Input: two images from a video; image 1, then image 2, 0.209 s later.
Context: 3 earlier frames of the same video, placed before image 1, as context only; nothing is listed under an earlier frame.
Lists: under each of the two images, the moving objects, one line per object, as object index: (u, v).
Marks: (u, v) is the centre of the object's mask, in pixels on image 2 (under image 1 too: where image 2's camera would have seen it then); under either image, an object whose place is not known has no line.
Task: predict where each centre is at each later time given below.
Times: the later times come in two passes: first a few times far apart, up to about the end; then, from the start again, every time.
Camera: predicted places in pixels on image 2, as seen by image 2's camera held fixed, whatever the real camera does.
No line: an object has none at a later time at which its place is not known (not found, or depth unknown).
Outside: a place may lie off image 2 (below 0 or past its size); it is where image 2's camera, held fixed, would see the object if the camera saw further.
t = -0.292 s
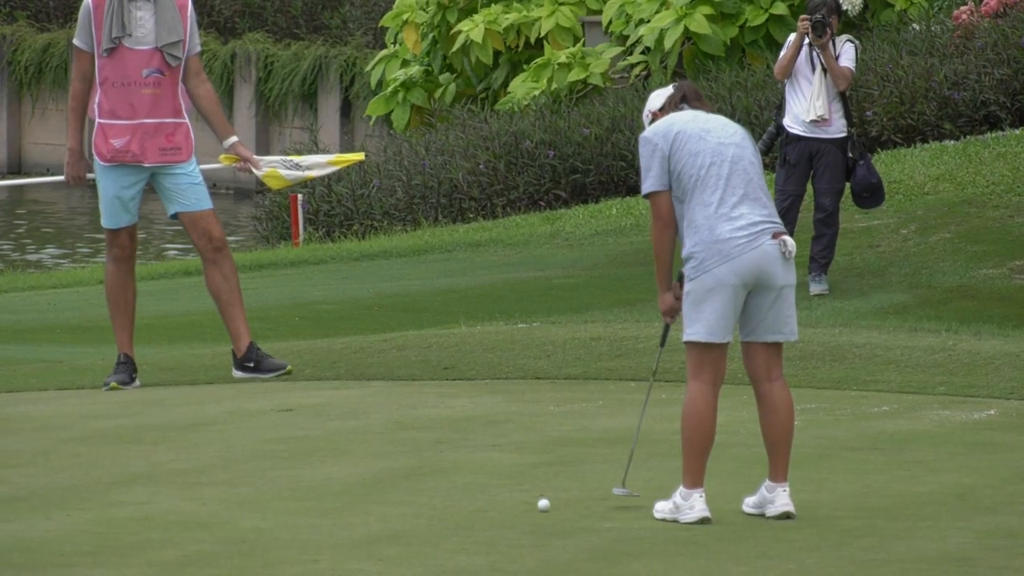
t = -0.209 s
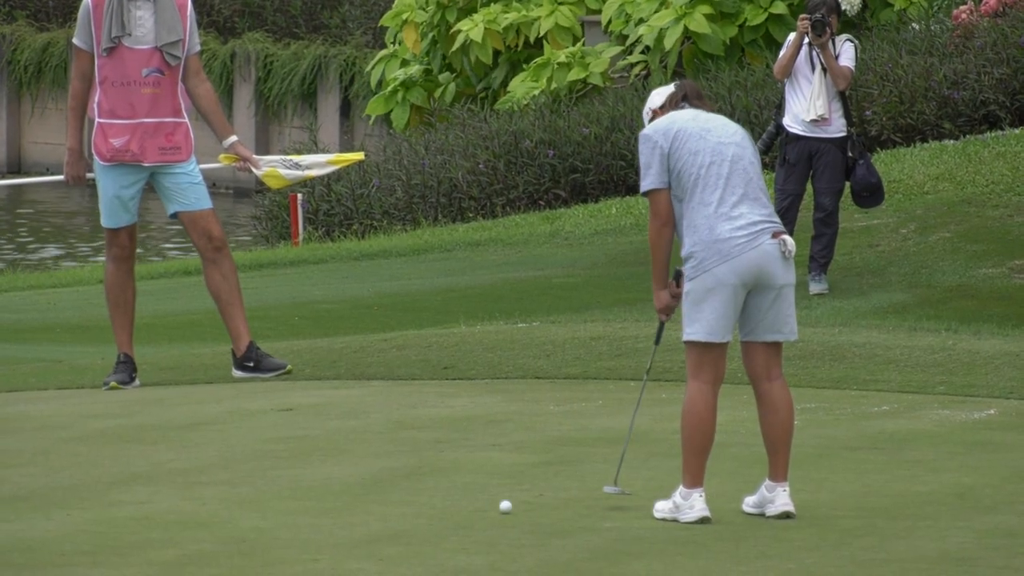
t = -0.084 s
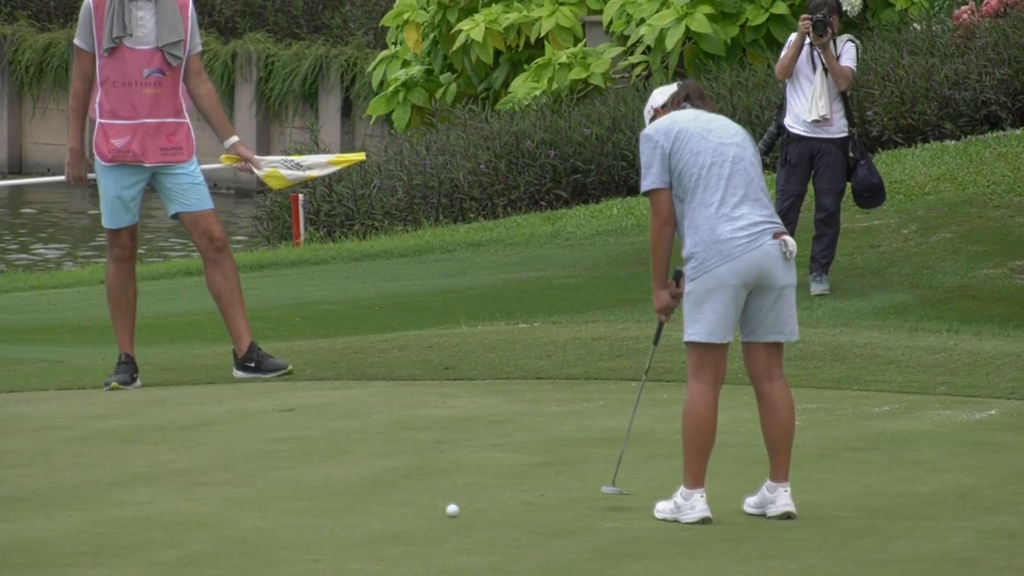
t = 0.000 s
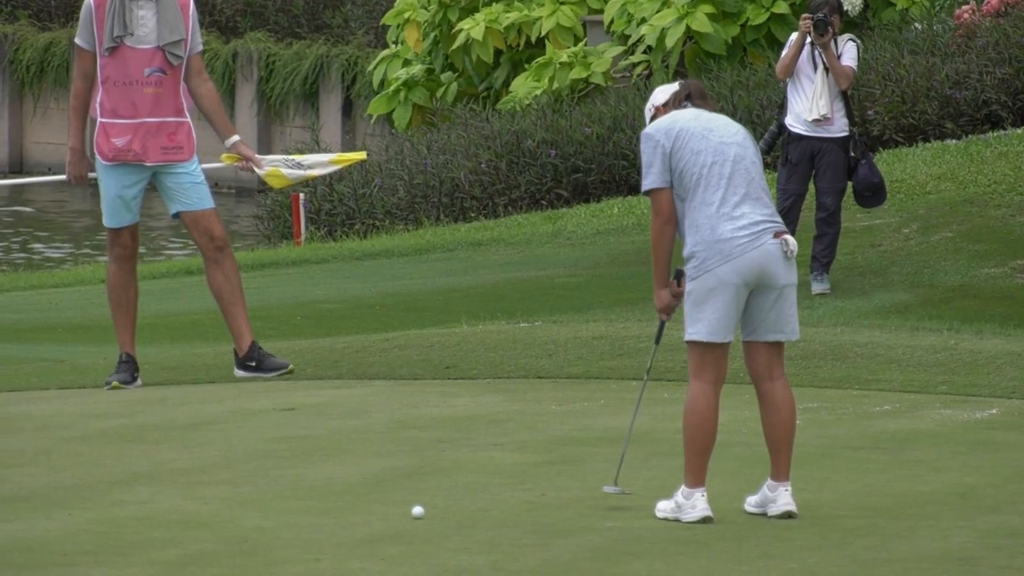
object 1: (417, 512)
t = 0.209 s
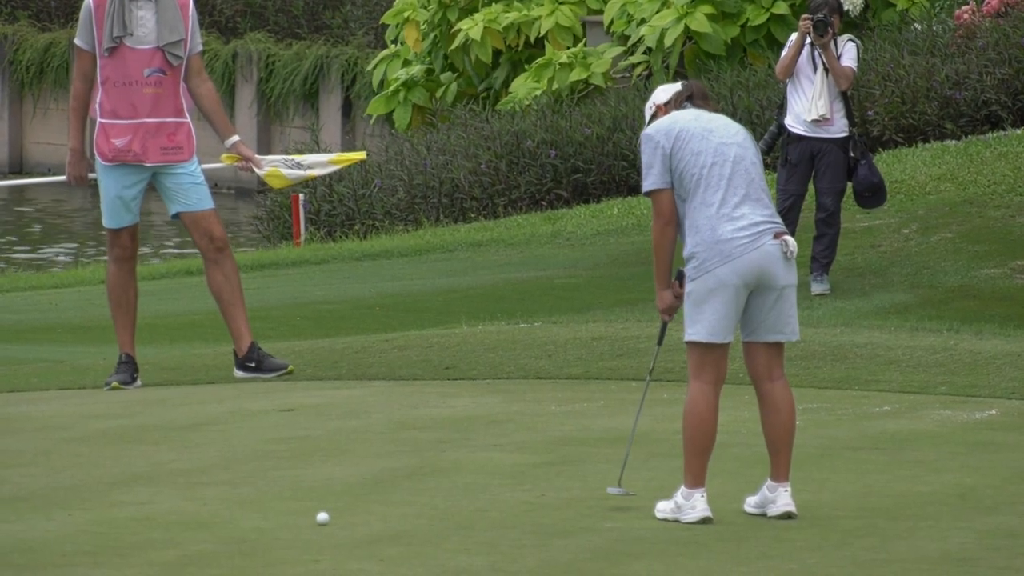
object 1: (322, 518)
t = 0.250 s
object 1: (305, 519)
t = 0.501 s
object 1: (206, 526)
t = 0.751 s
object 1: (105, 532)
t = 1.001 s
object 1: (17, 538)
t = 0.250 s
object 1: (305, 519)
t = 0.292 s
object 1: (288, 520)
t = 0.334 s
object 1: (272, 521)
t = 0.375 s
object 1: (255, 522)
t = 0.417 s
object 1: (238, 523)
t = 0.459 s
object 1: (222, 525)
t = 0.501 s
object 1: (206, 526)
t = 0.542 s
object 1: (190, 527)
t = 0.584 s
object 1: (166, 528)
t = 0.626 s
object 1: (151, 529)
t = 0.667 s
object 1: (135, 530)
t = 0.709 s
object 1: (120, 531)
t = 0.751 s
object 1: (105, 532)
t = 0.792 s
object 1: (89, 534)
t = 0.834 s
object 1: (74, 534)
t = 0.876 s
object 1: (60, 535)
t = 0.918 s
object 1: (45, 536)
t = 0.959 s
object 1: (31, 537)
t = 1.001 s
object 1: (17, 538)
